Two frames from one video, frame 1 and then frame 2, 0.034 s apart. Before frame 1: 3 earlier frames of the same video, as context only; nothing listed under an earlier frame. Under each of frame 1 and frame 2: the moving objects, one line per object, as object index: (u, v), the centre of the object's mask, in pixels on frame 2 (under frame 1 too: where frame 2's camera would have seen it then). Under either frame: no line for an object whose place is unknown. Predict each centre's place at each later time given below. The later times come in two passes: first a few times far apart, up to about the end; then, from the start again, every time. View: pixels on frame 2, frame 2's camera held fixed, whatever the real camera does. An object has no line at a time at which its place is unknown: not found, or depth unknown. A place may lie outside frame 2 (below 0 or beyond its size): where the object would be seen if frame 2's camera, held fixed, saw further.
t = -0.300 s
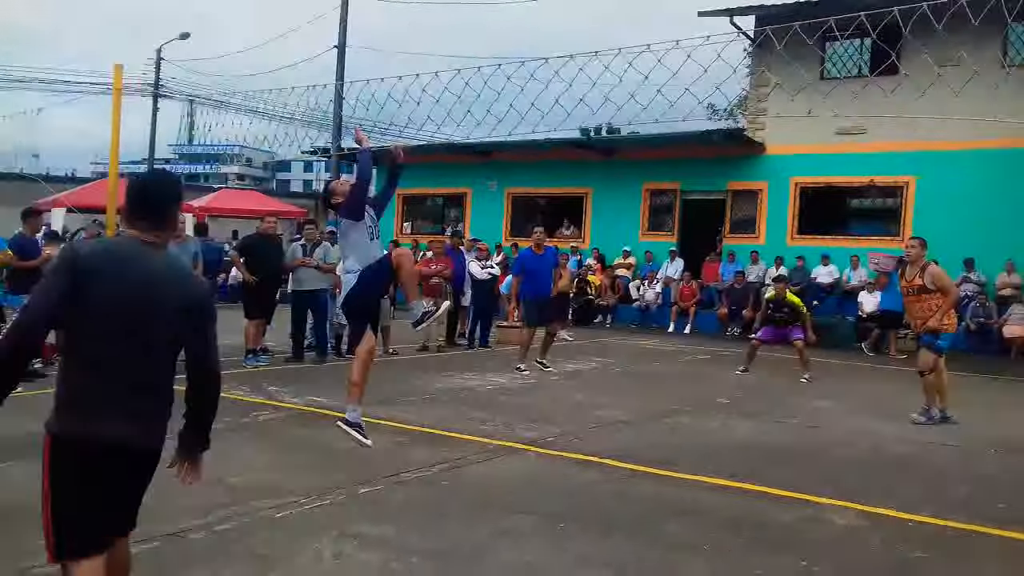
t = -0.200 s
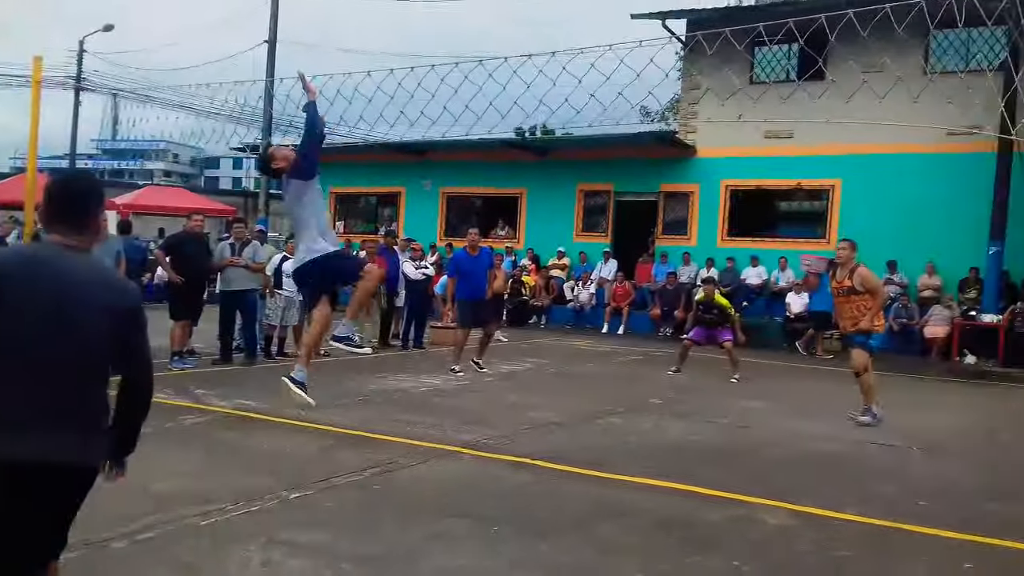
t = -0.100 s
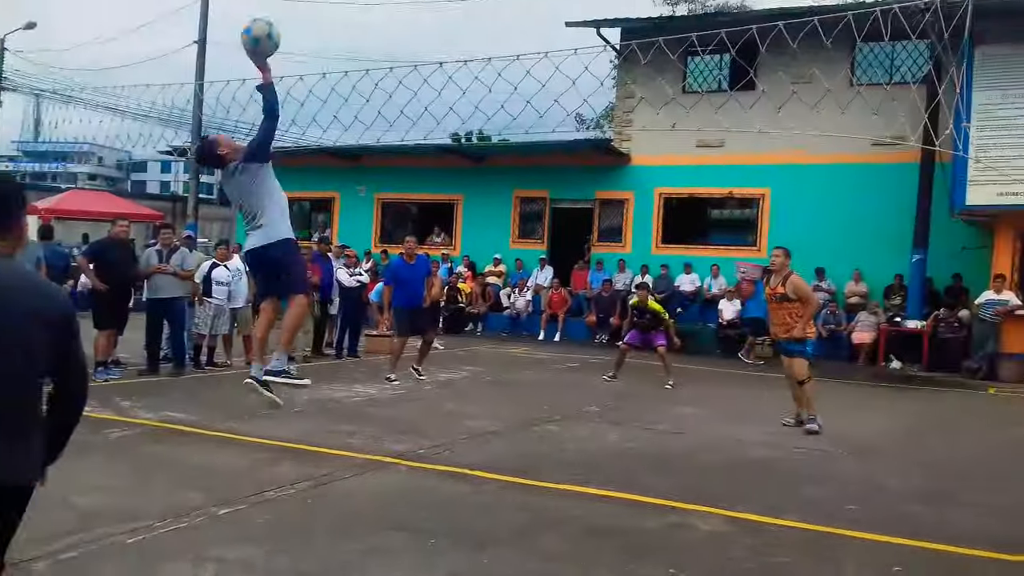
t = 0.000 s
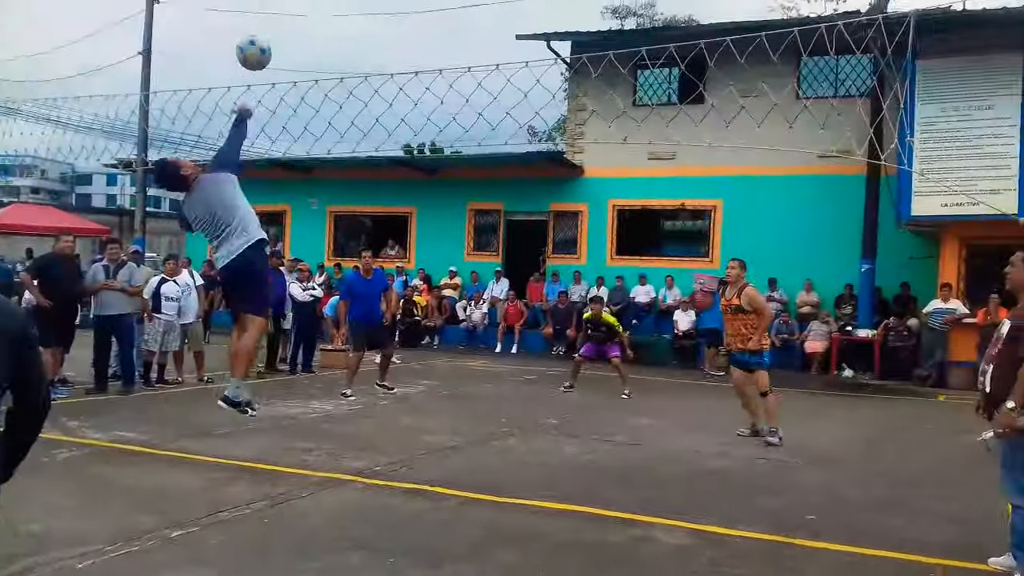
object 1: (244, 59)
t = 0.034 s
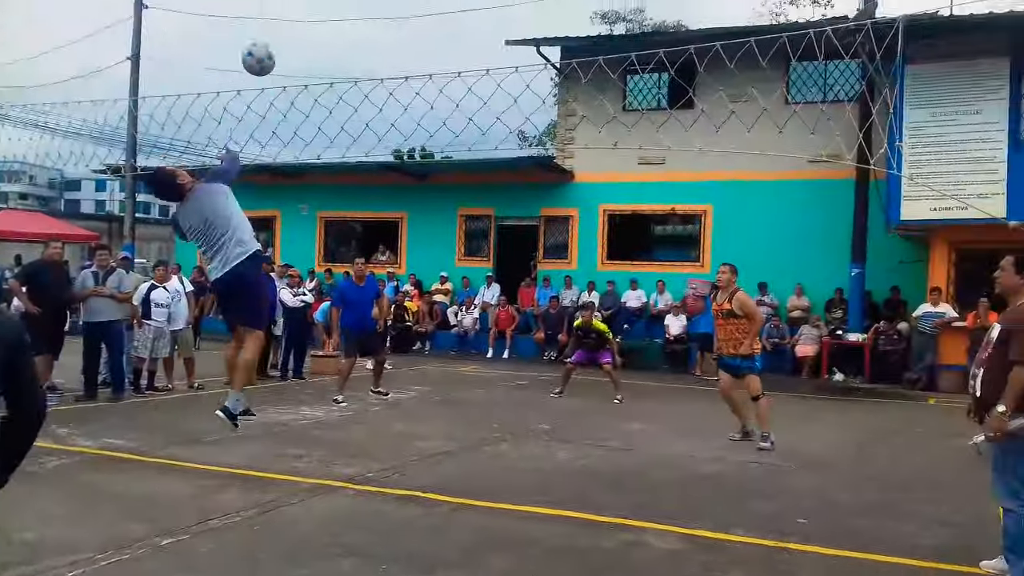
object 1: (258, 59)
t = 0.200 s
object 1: (316, 85)
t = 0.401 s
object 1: (354, 138)
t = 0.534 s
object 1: (371, 179)
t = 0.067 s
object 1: (273, 62)
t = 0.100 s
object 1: (285, 66)
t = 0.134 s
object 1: (296, 72)
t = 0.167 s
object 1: (306, 77)
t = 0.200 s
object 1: (316, 85)
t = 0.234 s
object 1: (323, 92)
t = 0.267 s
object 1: (330, 100)
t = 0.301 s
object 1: (337, 108)
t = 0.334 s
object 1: (344, 118)
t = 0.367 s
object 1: (349, 127)
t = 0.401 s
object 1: (354, 138)
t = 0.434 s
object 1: (359, 148)
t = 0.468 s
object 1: (363, 157)
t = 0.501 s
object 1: (367, 168)
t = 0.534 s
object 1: (371, 179)
